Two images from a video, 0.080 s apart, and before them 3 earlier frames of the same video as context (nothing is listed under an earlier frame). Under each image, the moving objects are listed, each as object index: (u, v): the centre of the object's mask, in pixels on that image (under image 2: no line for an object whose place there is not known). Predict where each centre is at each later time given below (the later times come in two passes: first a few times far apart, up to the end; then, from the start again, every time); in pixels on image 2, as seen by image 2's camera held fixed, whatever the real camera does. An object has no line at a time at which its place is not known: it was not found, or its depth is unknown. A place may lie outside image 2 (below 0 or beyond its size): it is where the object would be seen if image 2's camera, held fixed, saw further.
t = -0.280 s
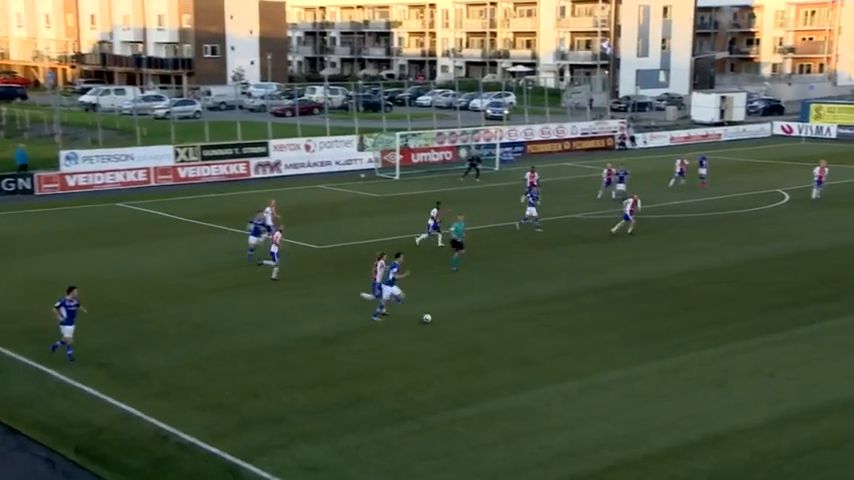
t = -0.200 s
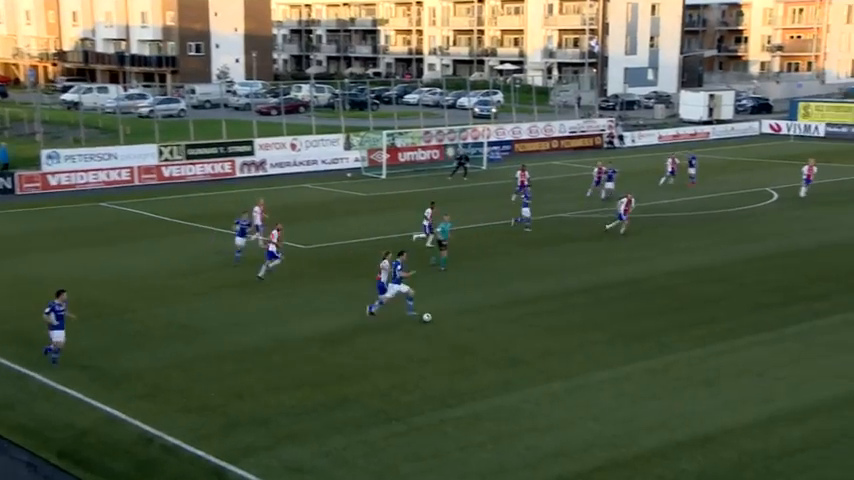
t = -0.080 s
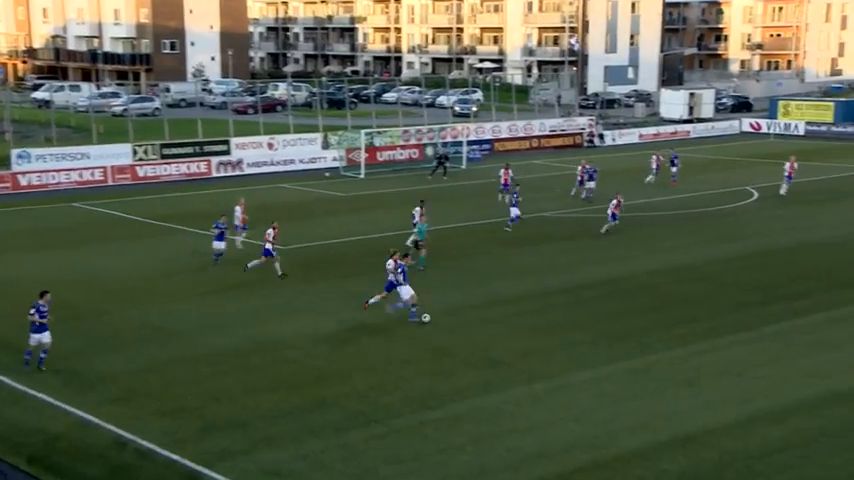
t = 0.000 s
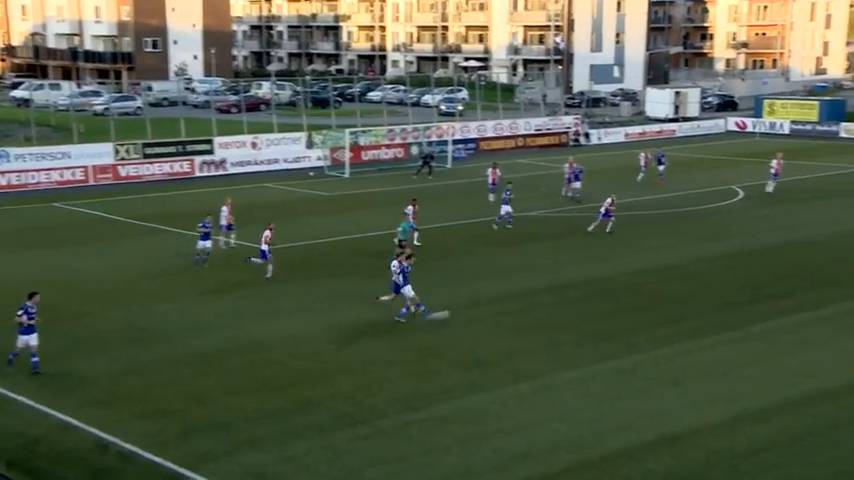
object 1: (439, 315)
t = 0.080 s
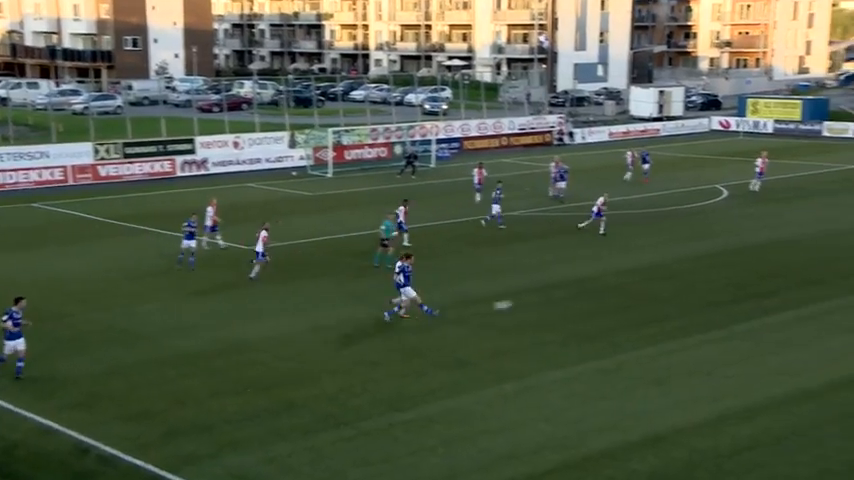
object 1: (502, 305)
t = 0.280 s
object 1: (679, 294)
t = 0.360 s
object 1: (745, 296)
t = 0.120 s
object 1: (539, 301)
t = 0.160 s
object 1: (576, 298)
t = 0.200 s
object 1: (611, 296)
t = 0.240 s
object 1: (646, 294)
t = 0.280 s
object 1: (679, 294)
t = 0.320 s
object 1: (712, 295)
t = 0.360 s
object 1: (745, 296)
